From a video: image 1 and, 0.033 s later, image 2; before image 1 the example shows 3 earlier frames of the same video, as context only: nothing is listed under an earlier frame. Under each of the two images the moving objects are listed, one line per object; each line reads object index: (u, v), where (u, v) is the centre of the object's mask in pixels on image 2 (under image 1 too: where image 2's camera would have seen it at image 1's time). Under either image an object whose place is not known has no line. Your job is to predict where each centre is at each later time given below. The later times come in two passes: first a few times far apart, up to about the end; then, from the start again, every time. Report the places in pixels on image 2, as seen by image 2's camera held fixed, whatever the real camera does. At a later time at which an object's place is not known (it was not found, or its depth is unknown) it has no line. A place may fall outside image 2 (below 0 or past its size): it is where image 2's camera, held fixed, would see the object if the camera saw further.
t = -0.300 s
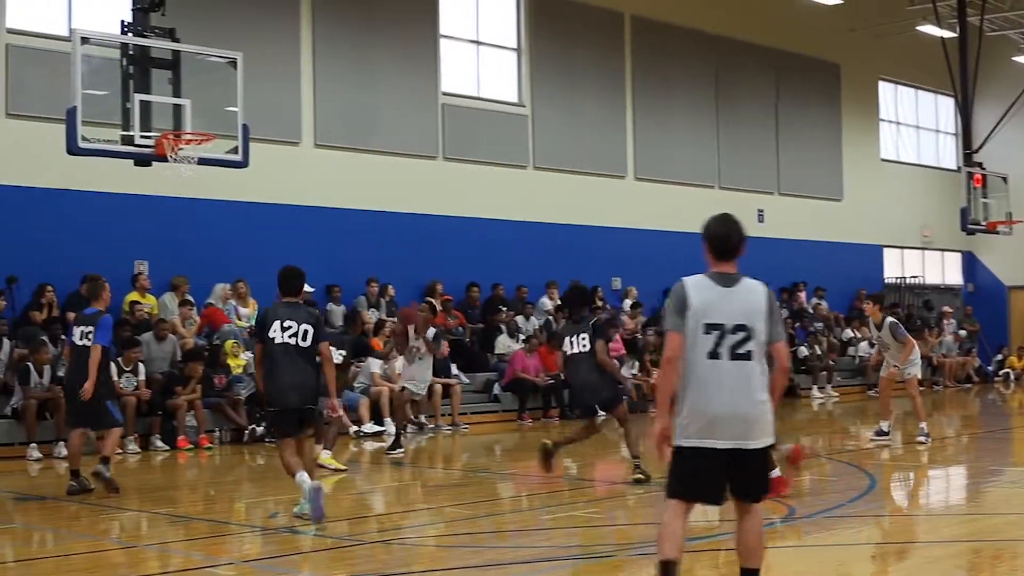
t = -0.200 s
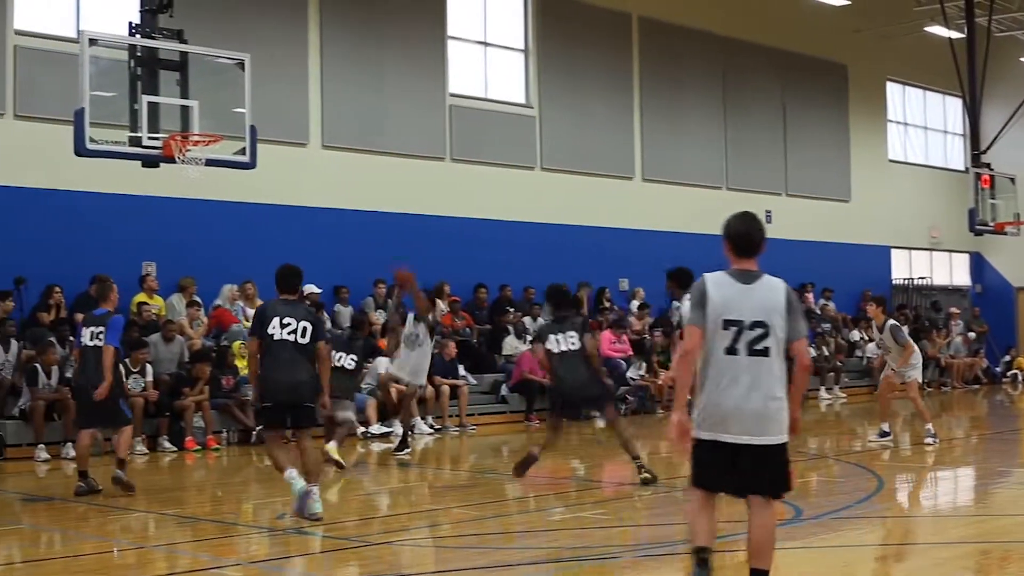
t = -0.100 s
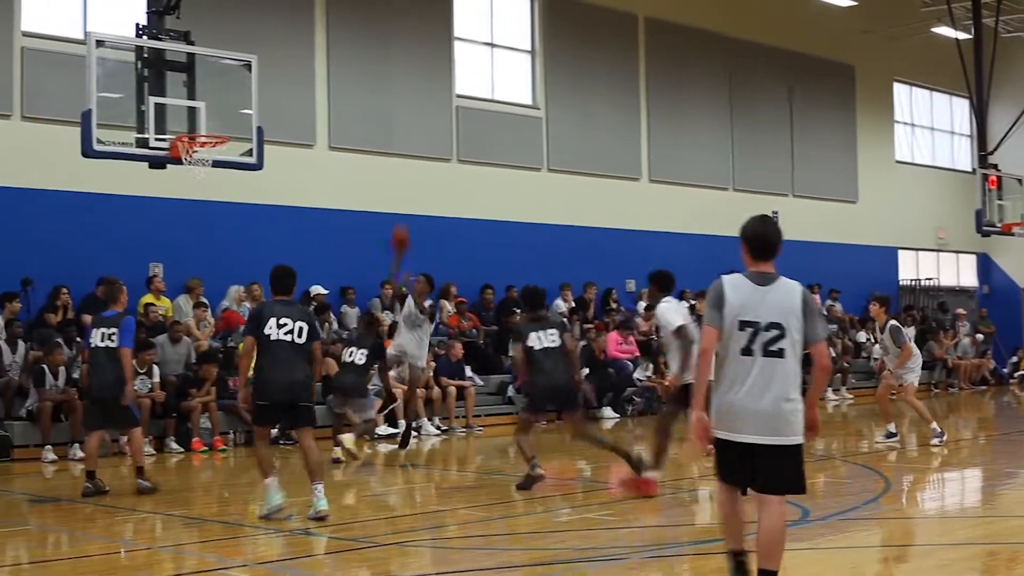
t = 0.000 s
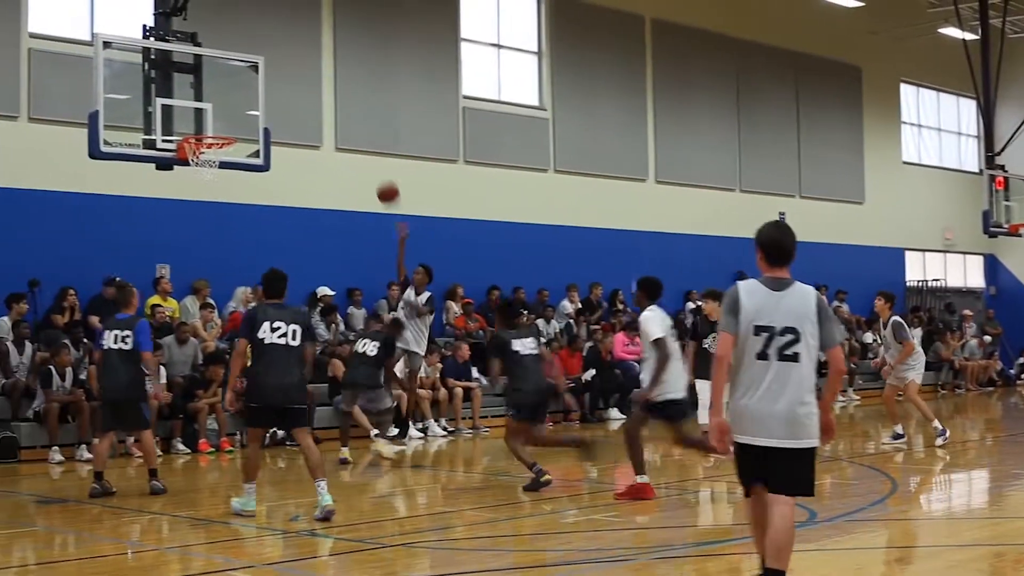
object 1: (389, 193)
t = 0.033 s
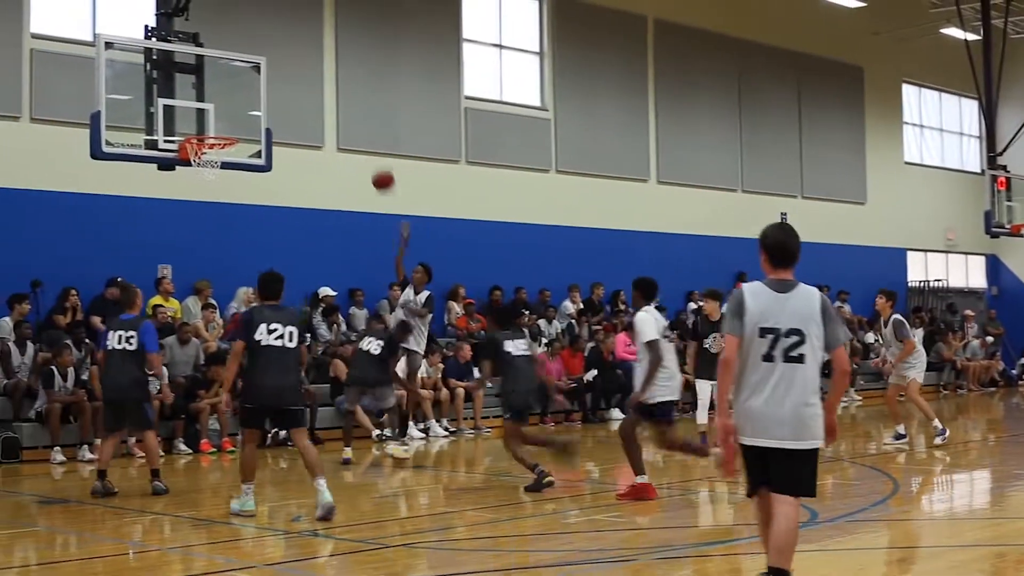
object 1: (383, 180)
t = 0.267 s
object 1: (336, 114)
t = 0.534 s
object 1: (280, 99)
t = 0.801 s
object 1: (242, 115)
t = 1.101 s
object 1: (265, 100)
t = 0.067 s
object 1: (376, 168)
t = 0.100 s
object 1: (370, 156)
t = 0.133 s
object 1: (363, 145)
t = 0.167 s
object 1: (356, 136)
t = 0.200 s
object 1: (349, 128)
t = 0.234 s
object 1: (343, 121)
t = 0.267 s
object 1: (336, 114)
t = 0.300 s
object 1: (329, 108)
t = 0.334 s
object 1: (322, 103)
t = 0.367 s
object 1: (315, 100)
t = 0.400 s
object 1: (308, 98)
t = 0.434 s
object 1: (301, 97)
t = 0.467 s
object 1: (294, 96)
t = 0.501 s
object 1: (287, 97)
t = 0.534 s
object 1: (280, 99)
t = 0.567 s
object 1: (273, 102)
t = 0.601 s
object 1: (265, 106)
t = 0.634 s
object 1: (257, 113)
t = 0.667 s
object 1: (249, 120)
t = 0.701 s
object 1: (242, 127)
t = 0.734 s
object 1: (238, 130)
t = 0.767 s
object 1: (240, 122)
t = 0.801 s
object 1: (242, 115)
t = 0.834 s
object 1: (245, 109)
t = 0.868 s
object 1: (247, 104)
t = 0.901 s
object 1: (250, 100)
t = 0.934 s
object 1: (253, 97)
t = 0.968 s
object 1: (255, 95)
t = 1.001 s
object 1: (258, 95)
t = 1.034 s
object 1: (260, 95)
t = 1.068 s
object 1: (263, 97)
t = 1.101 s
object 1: (265, 100)
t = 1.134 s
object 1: (268, 104)
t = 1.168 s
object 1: (270, 109)
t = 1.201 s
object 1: (273, 115)
